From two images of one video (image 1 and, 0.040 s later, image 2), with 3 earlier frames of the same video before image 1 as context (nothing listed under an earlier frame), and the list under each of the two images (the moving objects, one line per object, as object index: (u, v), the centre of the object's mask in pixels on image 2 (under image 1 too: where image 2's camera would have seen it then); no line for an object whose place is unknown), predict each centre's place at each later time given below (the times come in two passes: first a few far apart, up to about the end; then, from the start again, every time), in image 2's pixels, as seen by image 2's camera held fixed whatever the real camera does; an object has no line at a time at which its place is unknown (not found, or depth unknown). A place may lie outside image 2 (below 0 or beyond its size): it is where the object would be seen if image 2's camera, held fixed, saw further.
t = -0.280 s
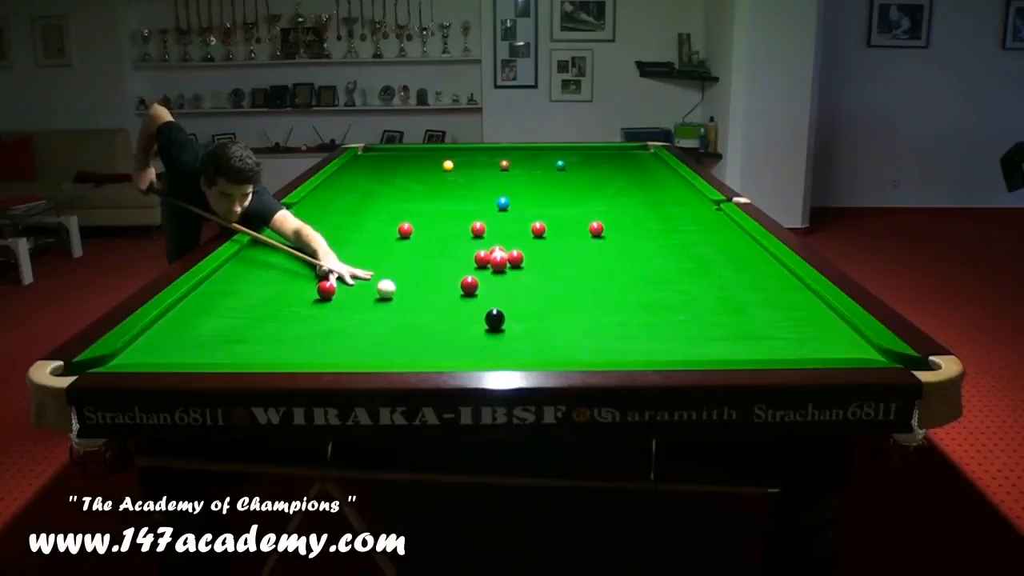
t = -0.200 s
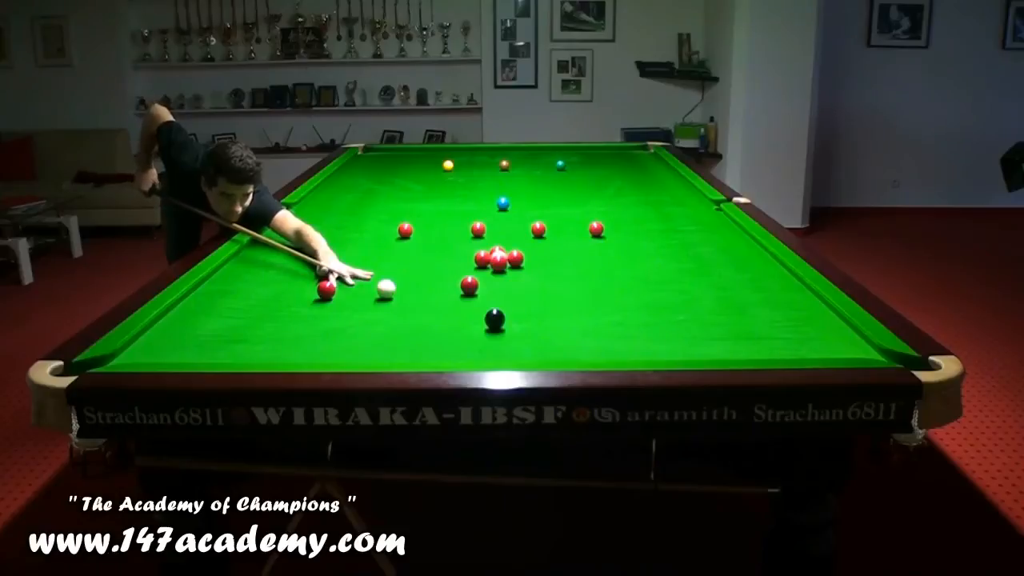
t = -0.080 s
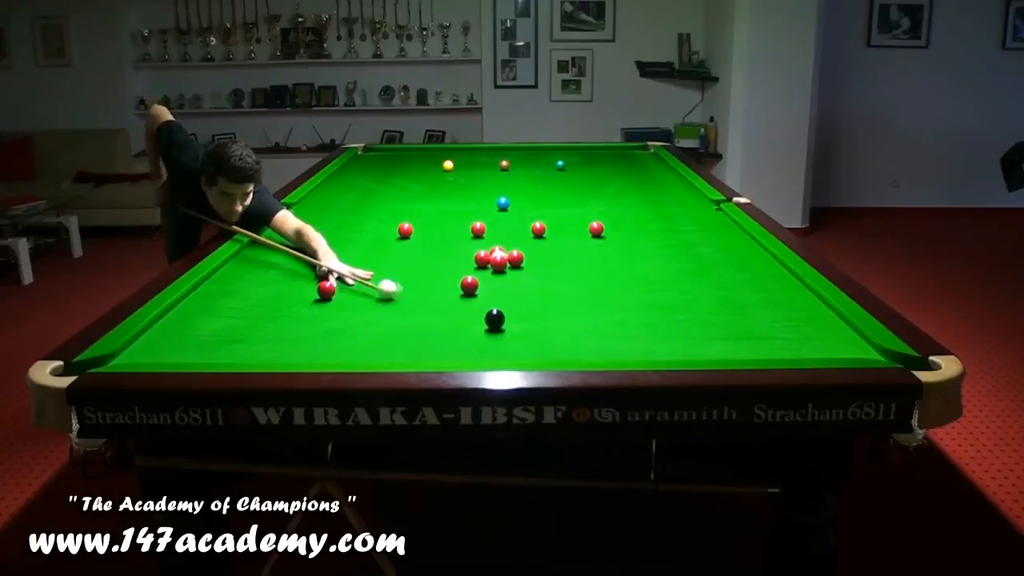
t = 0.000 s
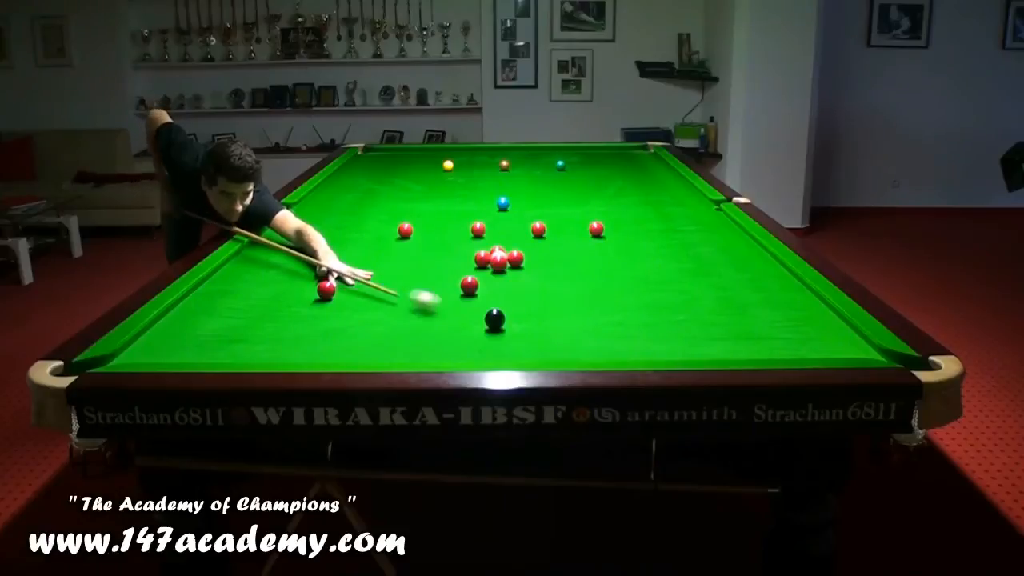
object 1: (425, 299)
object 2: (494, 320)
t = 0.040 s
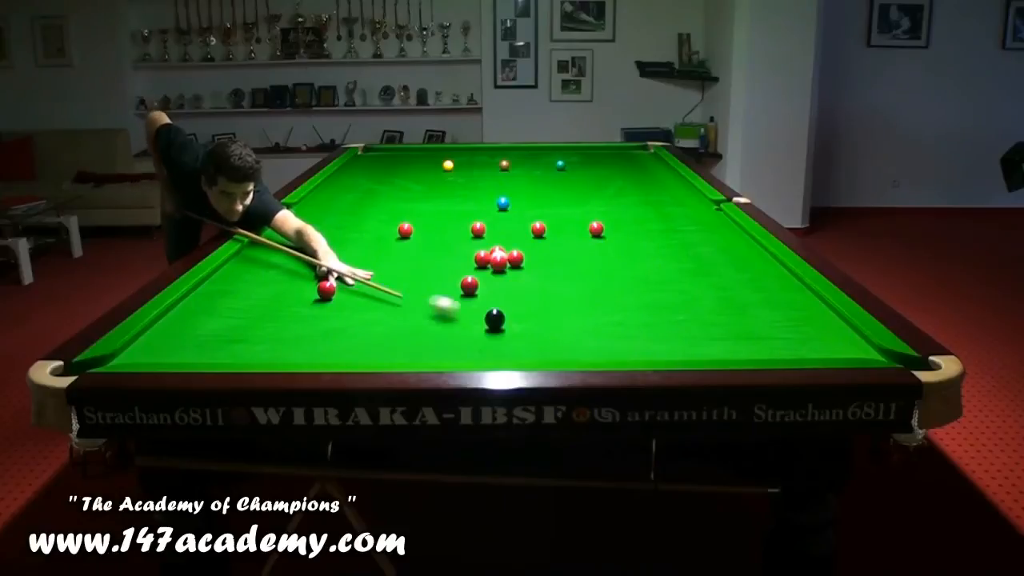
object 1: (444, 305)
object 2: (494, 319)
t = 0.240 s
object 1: (469, 327)
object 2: (557, 326)
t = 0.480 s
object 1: (462, 348)
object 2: (651, 335)
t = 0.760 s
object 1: (450, 350)
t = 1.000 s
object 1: (439, 339)
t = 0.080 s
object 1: (463, 312)
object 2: (494, 320)
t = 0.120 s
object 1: (474, 317)
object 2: (502, 320)
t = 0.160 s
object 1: (471, 321)
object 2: (521, 322)
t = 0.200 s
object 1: (470, 324)
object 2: (540, 324)
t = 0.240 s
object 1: (469, 327)
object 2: (557, 326)
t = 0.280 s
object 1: (468, 331)
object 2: (573, 327)
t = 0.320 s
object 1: (467, 334)
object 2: (588, 329)
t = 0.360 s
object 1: (466, 338)
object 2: (604, 330)
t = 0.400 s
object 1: (465, 342)
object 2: (620, 332)
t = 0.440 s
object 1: (463, 345)
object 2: (635, 333)
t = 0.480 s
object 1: (462, 348)
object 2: (651, 335)
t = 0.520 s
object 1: (461, 351)
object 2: (666, 336)
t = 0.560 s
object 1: (460, 353)
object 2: (682, 338)
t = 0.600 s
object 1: (459, 355)
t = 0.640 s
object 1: (456, 354)
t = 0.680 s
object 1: (454, 353)
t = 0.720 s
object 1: (452, 352)
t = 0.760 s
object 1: (450, 350)
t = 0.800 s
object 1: (448, 349)
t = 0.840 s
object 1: (447, 347)
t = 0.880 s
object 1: (445, 345)
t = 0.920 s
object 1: (443, 343)
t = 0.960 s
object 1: (441, 341)
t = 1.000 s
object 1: (439, 339)
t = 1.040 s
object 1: (438, 337)
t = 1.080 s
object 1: (436, 335)
